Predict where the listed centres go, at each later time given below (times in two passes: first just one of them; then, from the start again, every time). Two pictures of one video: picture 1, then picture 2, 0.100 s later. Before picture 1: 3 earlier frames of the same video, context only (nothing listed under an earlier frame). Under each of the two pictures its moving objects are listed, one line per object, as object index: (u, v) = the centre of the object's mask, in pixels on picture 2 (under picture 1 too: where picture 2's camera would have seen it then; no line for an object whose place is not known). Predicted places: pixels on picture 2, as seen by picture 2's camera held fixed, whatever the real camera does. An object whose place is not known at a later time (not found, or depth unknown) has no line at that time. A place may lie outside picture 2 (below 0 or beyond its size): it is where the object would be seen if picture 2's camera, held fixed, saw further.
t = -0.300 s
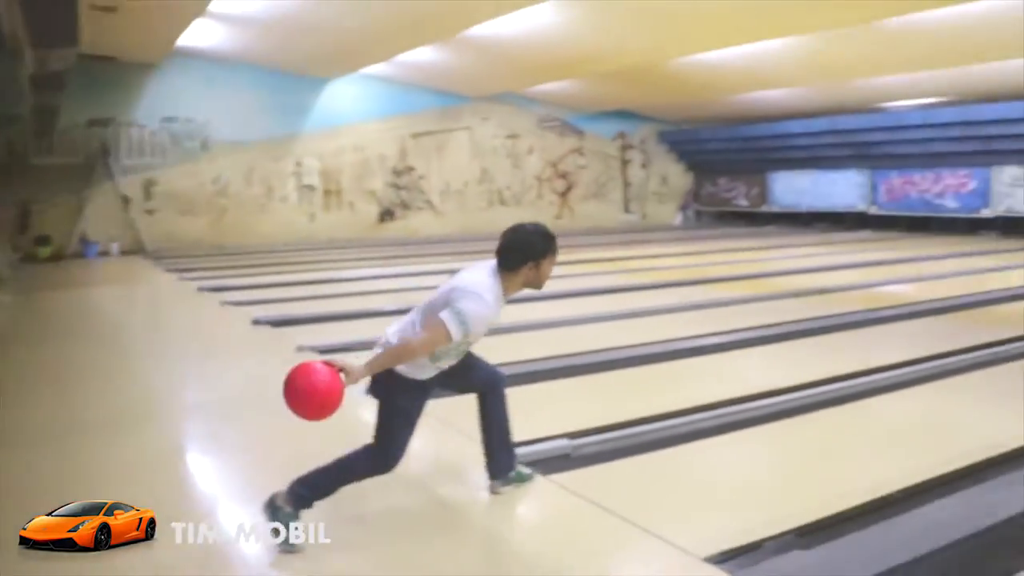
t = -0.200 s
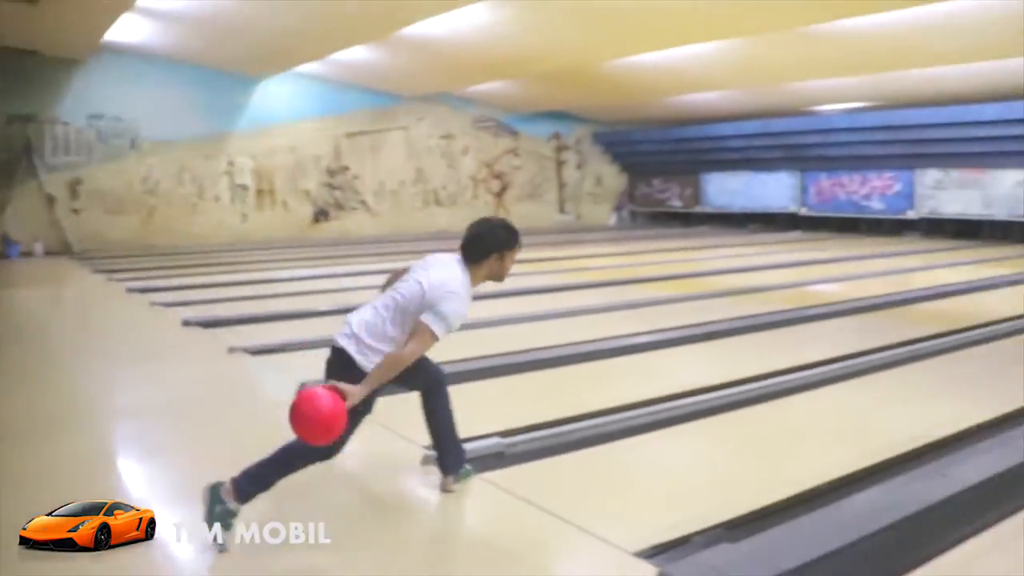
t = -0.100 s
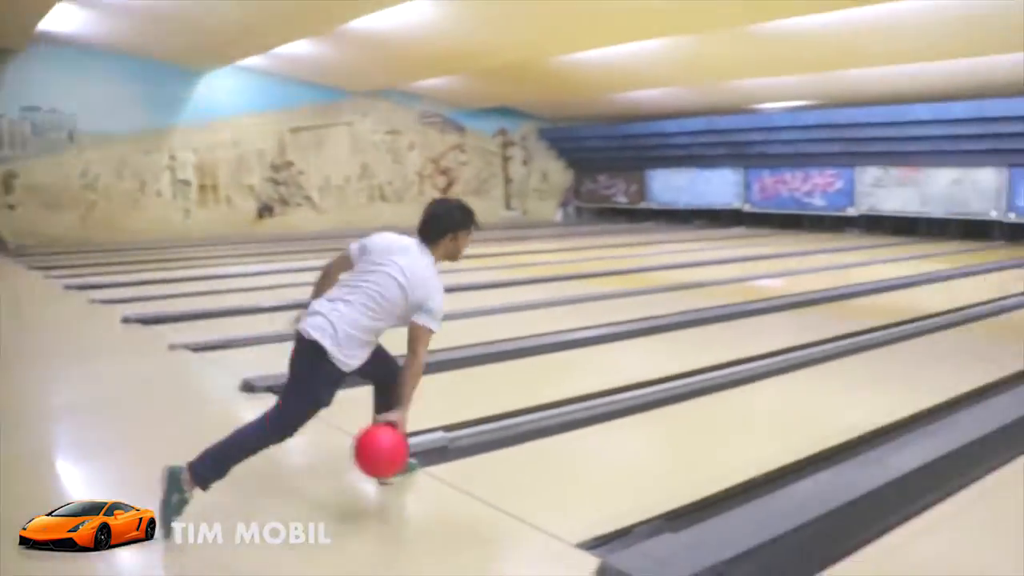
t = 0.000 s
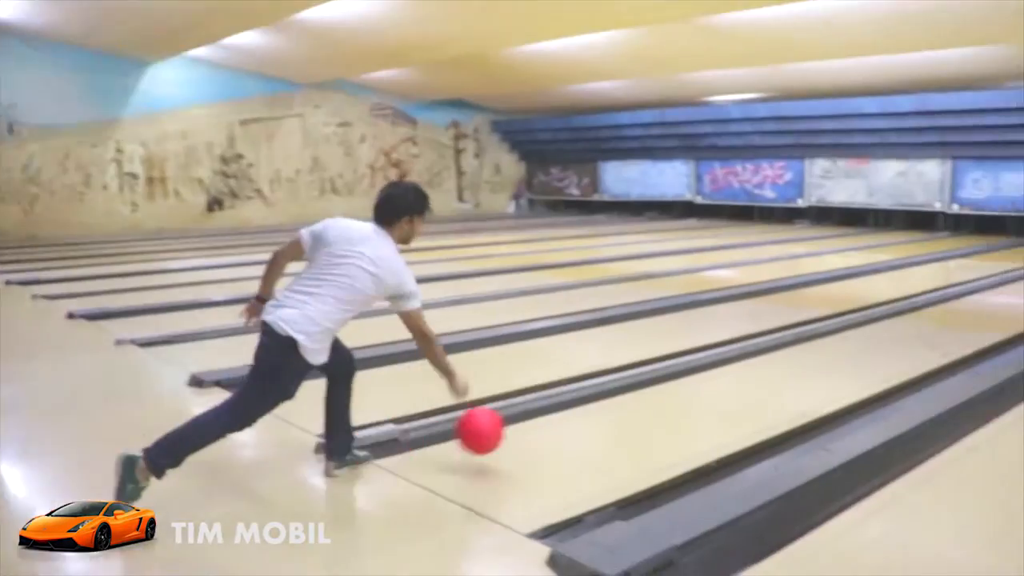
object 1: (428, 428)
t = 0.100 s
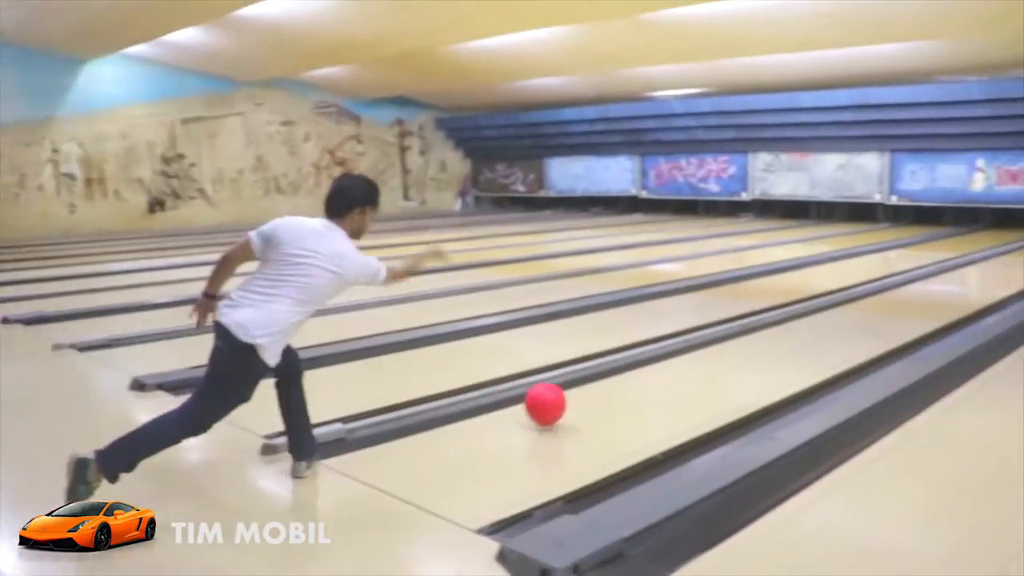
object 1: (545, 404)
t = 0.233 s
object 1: (658, 369)
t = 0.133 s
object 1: (577, 396)
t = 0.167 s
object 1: (607, 386)
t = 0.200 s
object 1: (634, 377)
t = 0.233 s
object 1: (658, 369)
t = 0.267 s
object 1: (681, 361)
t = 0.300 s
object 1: (703, 353)
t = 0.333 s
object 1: (722, 346)
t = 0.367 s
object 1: (740, 340)
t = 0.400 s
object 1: (757, 334)
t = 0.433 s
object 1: (773, 328)
